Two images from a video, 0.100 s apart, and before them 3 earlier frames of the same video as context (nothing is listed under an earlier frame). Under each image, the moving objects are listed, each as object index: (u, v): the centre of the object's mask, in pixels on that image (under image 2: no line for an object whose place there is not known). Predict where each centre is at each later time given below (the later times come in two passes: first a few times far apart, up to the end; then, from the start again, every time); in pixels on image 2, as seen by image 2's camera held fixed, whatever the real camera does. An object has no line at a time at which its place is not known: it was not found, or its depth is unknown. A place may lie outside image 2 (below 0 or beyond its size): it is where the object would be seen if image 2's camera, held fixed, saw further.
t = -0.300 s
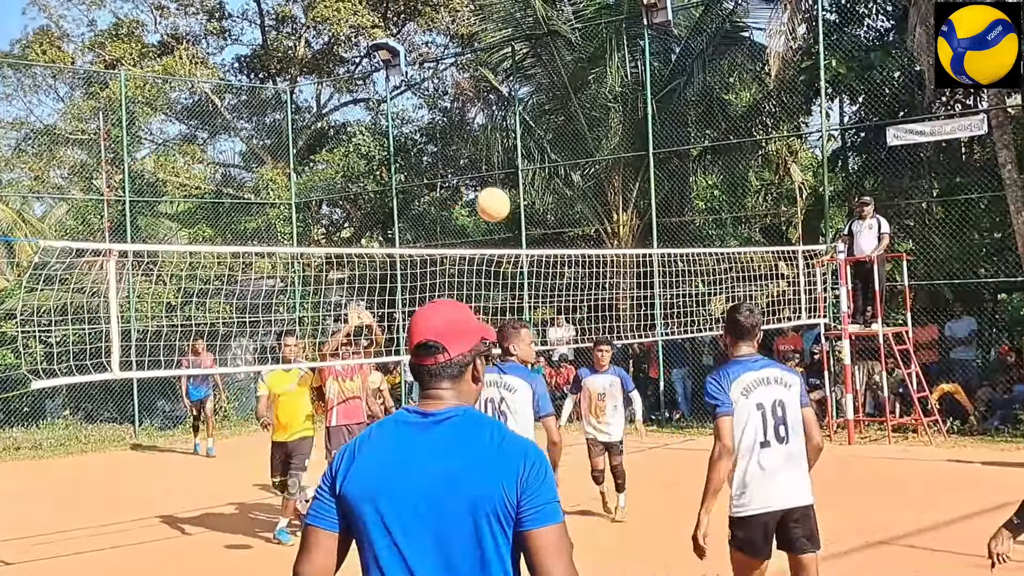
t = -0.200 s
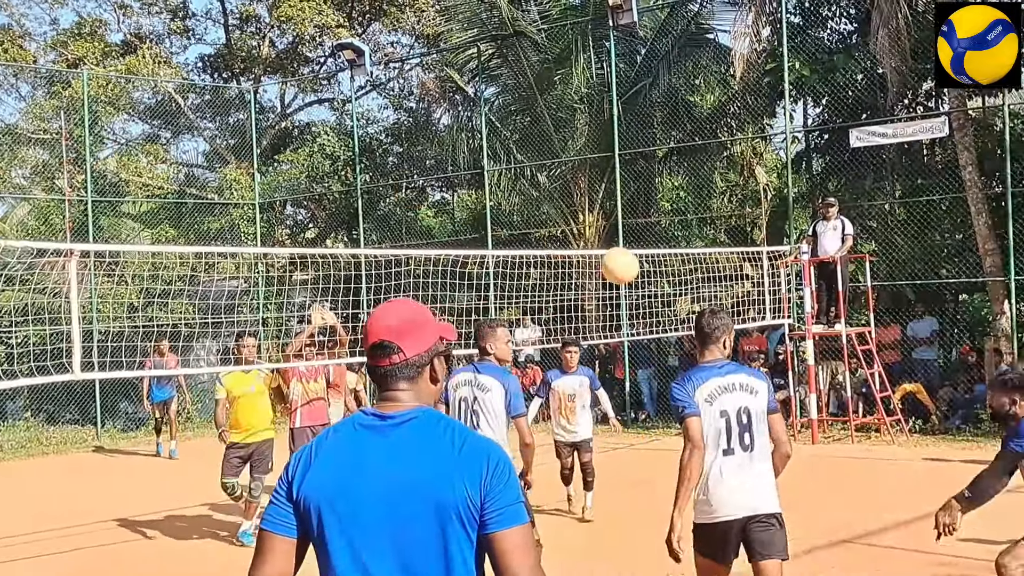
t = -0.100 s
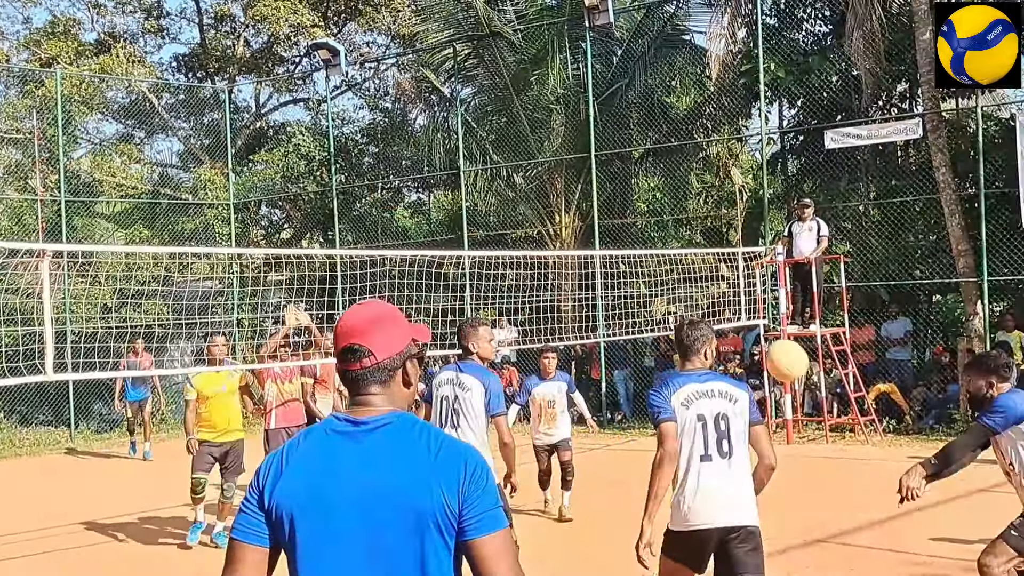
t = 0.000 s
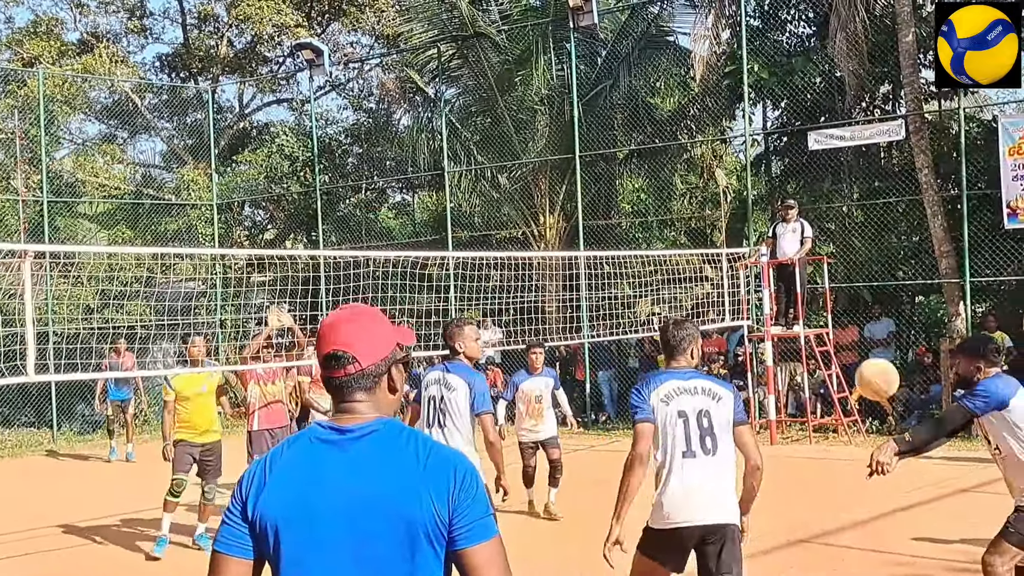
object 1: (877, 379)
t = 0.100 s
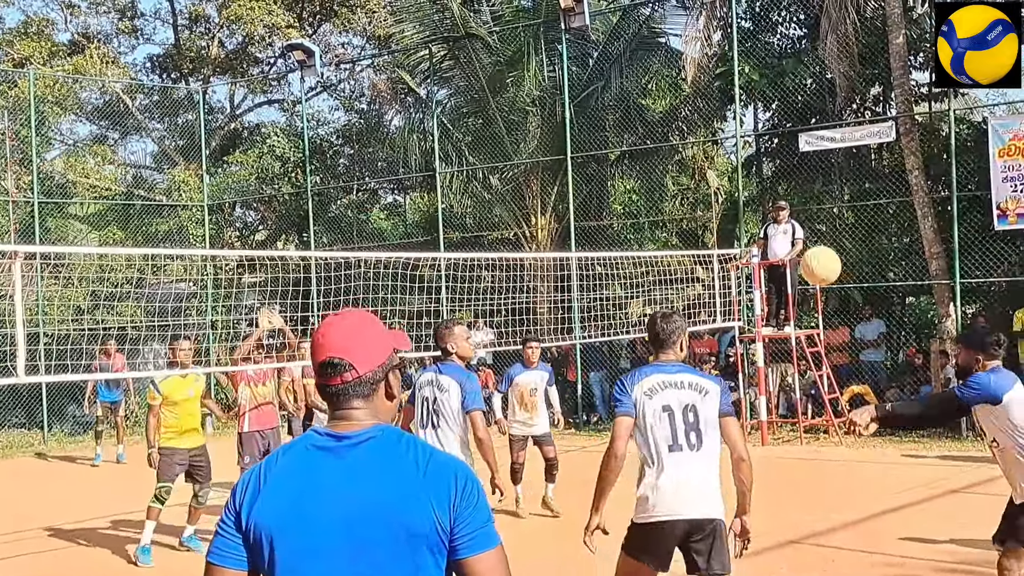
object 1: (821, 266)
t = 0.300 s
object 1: (751, 121)
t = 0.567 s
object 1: (689, 55)
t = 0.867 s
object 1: (646, 101)
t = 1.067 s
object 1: (625, 185)
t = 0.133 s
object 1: (808, 235)
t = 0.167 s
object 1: (794, 206)
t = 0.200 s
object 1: (782, 181)
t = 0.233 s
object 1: (771, 159)
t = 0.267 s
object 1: (761, 139)
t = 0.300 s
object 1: (751, 121)
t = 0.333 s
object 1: (741, 106)
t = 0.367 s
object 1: (732, 93)
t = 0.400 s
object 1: (724, 82)
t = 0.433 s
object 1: (716, 73)
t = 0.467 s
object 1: (709, 65)
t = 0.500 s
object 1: (703, 60)
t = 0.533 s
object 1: (695, 57)
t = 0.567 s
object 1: (689, 55)
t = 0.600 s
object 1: (684, 54)
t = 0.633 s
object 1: (678, 55)
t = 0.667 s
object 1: (672, 58)
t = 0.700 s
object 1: (667, 61)
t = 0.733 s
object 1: (662, 67)
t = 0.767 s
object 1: (658, 74)
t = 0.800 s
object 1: (653, 82)
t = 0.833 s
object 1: (649, 91)
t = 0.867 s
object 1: (646, 101)
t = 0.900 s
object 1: (641, 113)
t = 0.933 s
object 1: (638, 126)
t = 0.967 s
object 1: (634, 139)
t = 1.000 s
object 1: (631, 153)
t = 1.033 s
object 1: (627, 169)
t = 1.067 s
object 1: (625, 185)
